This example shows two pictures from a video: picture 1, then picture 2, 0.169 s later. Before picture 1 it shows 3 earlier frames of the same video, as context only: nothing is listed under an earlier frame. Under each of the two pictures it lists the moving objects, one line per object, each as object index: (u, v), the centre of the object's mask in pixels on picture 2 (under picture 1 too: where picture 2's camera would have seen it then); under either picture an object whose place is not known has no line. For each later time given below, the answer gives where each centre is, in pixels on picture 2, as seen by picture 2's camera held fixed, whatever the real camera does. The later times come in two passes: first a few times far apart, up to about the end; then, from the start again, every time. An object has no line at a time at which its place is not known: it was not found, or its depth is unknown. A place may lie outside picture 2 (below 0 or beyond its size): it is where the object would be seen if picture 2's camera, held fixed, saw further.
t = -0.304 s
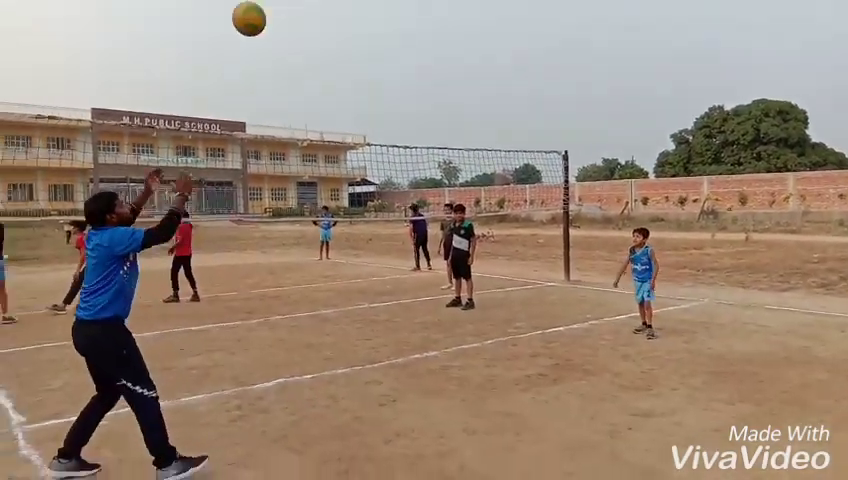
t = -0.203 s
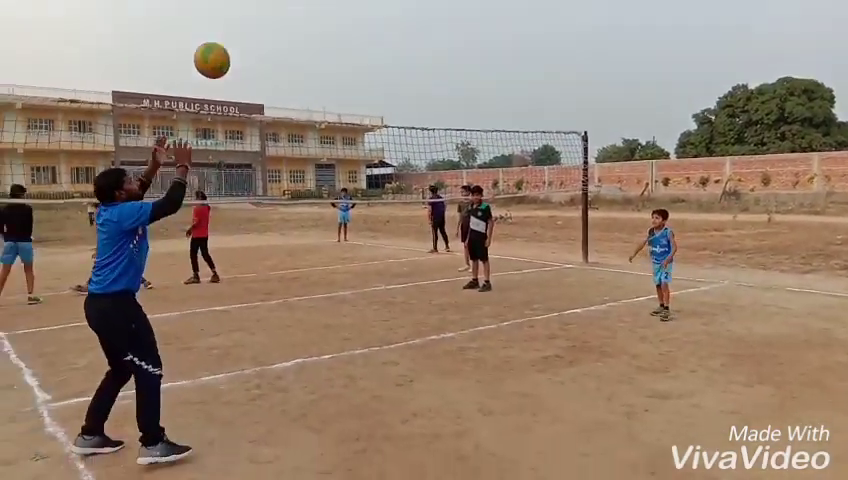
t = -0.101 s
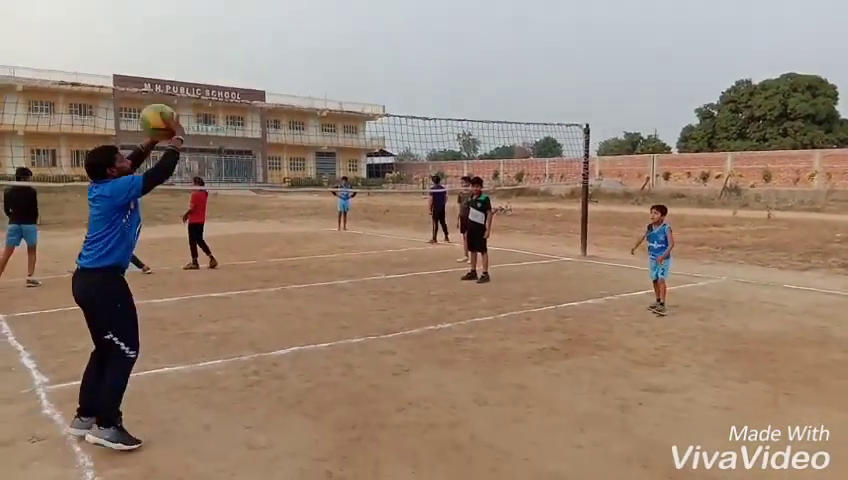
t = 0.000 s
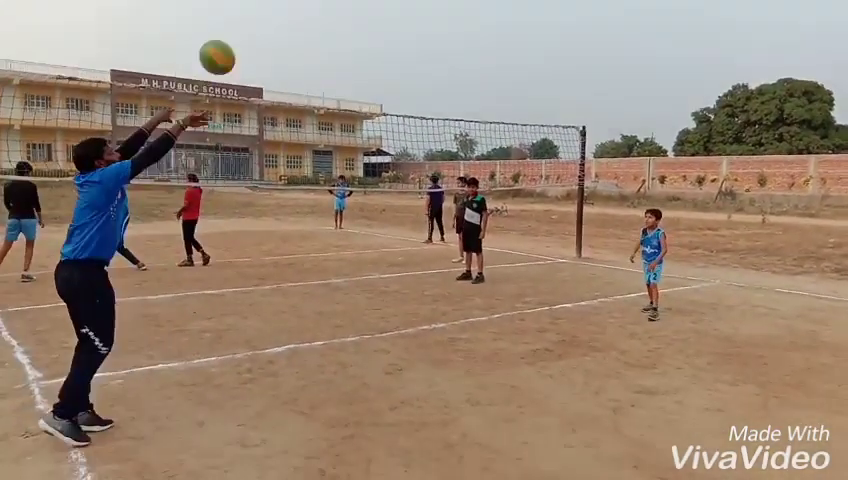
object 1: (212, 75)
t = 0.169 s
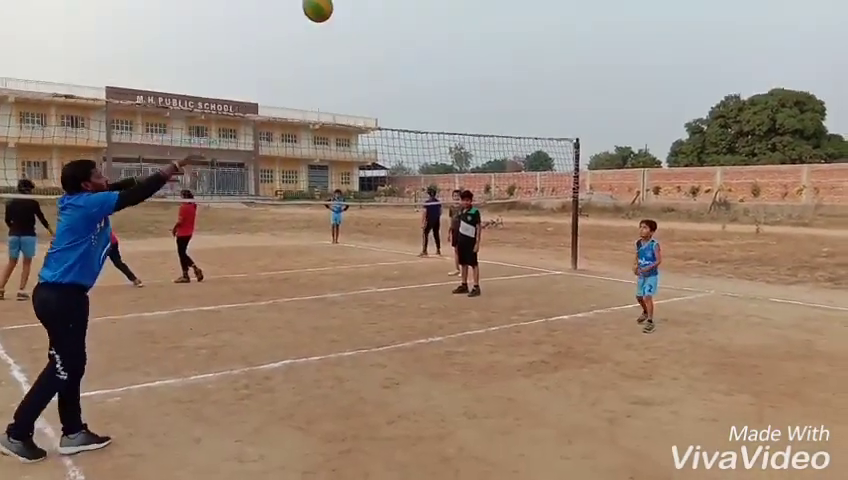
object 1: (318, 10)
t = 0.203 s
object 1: (335, 4)
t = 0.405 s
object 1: (429, -2)
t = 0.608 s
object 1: (503, 43)
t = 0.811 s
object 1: (560, 119)
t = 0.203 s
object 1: (335, 4)
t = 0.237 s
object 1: (353, -2)
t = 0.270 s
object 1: (370, -7)
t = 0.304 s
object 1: (386, -9)
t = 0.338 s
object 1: (401, -8)
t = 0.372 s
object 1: (415, -6)
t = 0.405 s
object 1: (429, -2)
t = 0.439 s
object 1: (443, 3)
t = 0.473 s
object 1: (456, 9)
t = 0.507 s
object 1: (468, 16)
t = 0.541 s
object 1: (480, 24)
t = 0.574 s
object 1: (491, 33)
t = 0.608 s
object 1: (503, 43)
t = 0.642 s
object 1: (514, 53)
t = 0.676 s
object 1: (524, 65)
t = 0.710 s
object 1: (535, 77)
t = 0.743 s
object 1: (544, 90)
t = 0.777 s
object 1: (552, 104)
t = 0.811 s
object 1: (560, 119)
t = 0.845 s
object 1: (568, 135)
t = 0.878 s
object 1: (575, 151)
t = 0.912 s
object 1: (583, 167)
